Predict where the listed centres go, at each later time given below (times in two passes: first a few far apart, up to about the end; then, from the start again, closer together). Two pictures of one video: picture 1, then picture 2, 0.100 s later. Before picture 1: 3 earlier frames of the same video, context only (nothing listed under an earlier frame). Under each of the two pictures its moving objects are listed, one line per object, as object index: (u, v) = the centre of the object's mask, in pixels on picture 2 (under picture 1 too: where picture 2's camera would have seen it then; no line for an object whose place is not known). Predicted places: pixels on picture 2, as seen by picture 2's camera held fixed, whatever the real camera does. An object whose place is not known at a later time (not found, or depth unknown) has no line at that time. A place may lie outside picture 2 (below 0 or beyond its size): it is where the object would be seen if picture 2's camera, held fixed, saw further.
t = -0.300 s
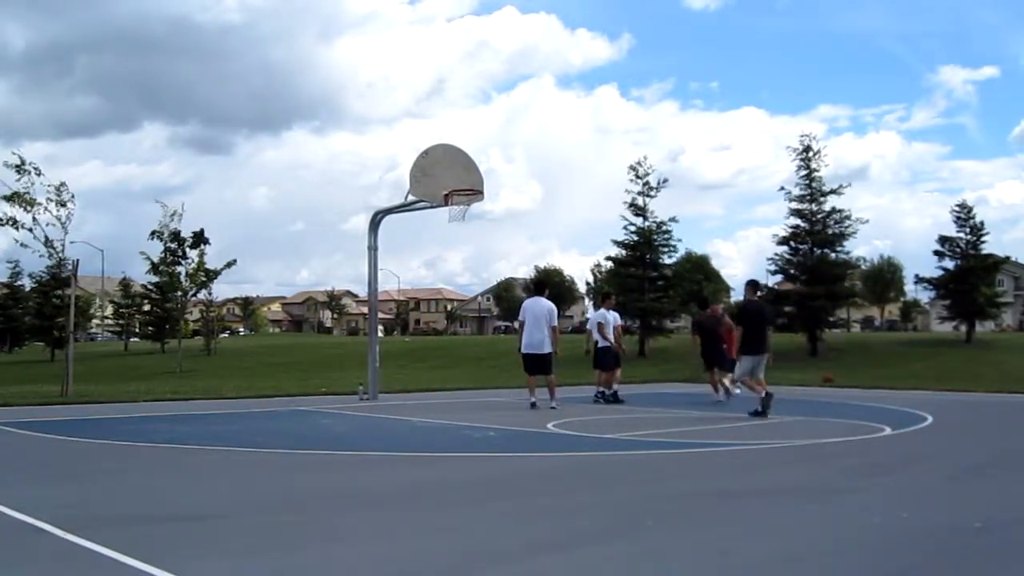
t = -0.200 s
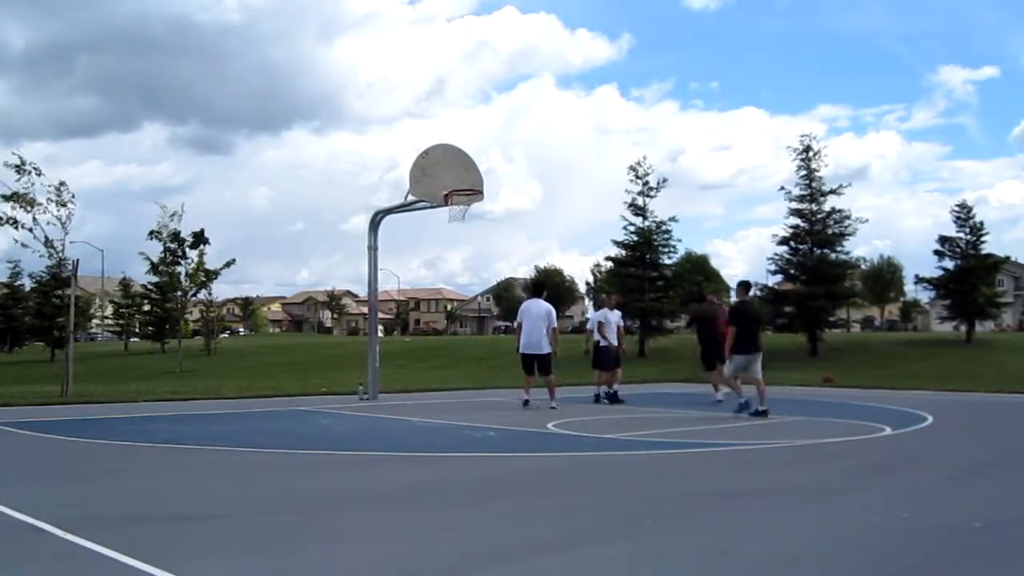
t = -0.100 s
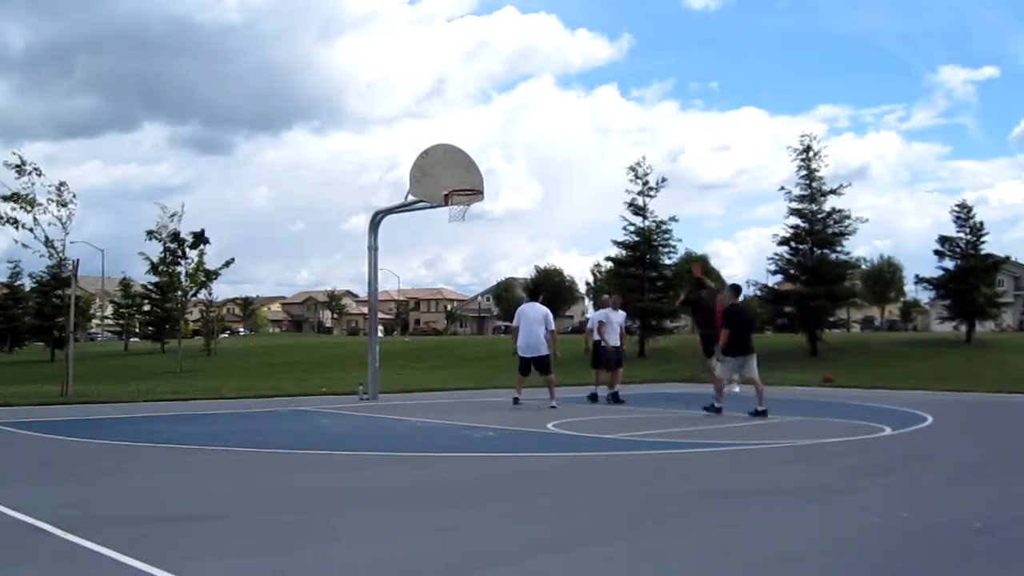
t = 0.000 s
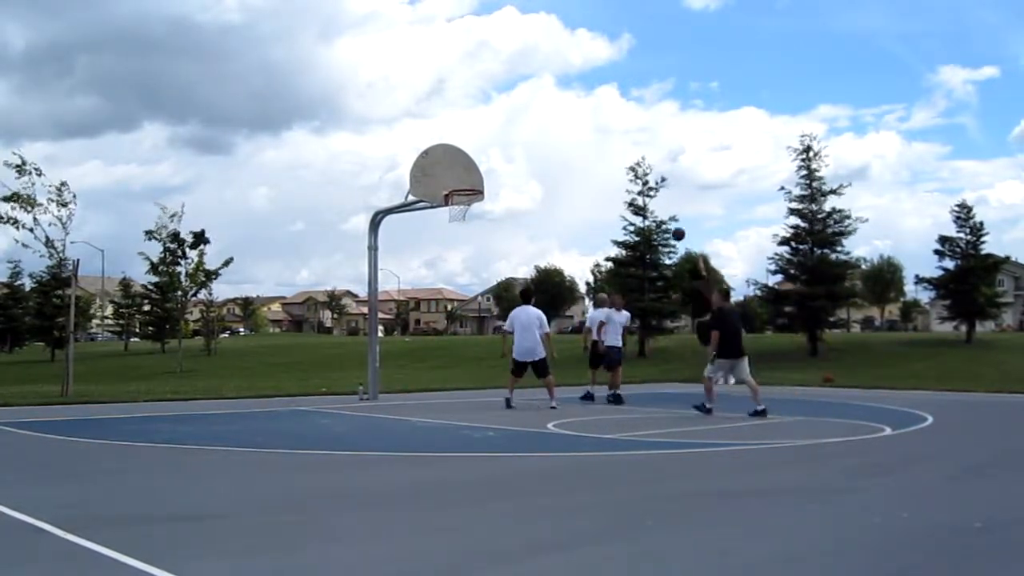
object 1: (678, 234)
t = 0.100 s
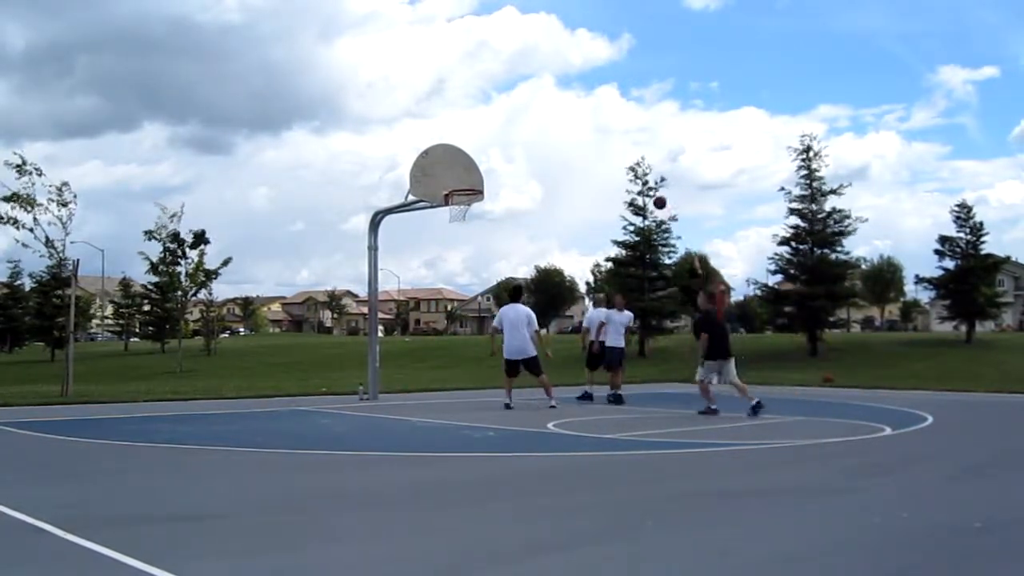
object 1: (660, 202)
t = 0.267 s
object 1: (627, 161)
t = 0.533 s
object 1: (571, 126)
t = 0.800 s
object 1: (509, 132)
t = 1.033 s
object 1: (450, 177)
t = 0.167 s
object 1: (647, 184)
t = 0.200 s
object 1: (640, 176)
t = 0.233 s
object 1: (634, 169)
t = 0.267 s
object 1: (627, 161)
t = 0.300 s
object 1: (621, 154)
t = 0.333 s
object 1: (613, 149)
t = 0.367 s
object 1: (607, 143)
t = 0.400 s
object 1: (599, 138)
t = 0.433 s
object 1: (593, 134)
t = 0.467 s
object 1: (585, 131)
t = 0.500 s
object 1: (578, 128)
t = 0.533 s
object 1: (571, 126)
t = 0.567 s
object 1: (564, 124)
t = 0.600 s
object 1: (556, 123)
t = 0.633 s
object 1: (549, 123)
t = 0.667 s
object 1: (541, 123)
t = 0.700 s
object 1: (533, 124)
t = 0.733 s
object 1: (525, 126)
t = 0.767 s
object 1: (517, 129)
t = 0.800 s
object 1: (509, 132)
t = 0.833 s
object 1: (501, 136)
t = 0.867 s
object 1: (493, 141)
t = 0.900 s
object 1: (485, 147)
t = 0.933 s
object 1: (476, 154)
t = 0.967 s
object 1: (467, 161)
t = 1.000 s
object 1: (458, 169)
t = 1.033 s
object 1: (450, 177)
